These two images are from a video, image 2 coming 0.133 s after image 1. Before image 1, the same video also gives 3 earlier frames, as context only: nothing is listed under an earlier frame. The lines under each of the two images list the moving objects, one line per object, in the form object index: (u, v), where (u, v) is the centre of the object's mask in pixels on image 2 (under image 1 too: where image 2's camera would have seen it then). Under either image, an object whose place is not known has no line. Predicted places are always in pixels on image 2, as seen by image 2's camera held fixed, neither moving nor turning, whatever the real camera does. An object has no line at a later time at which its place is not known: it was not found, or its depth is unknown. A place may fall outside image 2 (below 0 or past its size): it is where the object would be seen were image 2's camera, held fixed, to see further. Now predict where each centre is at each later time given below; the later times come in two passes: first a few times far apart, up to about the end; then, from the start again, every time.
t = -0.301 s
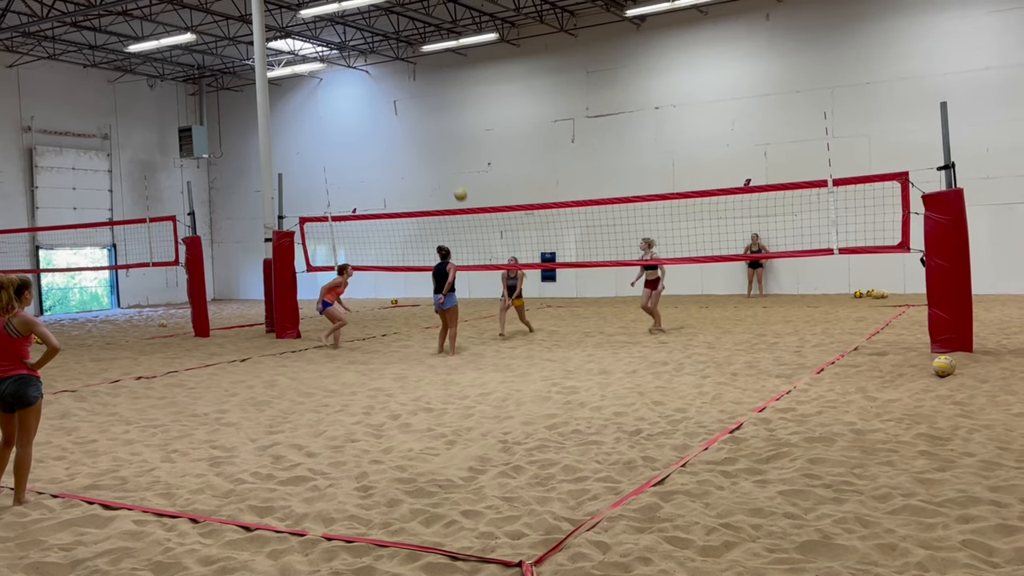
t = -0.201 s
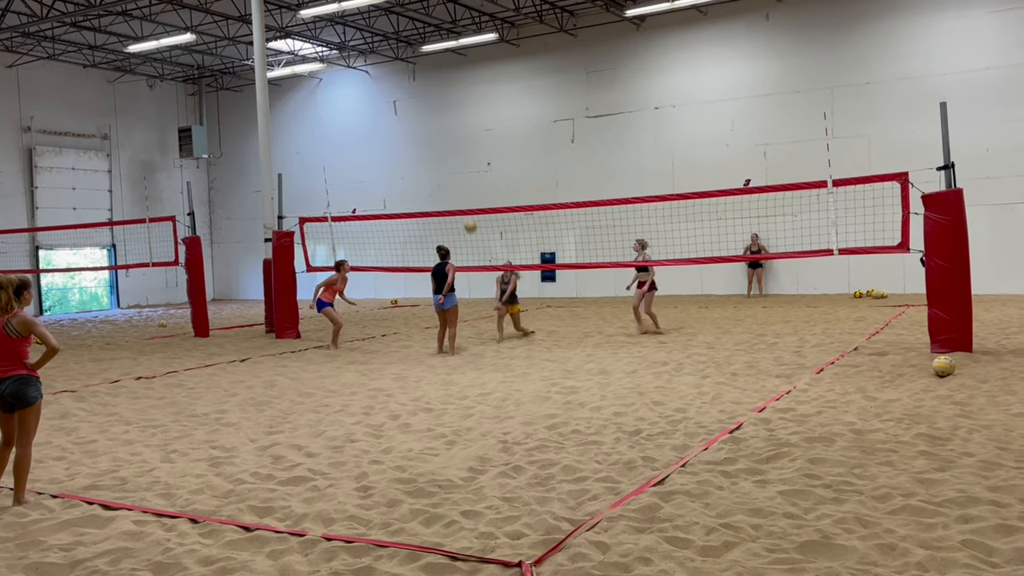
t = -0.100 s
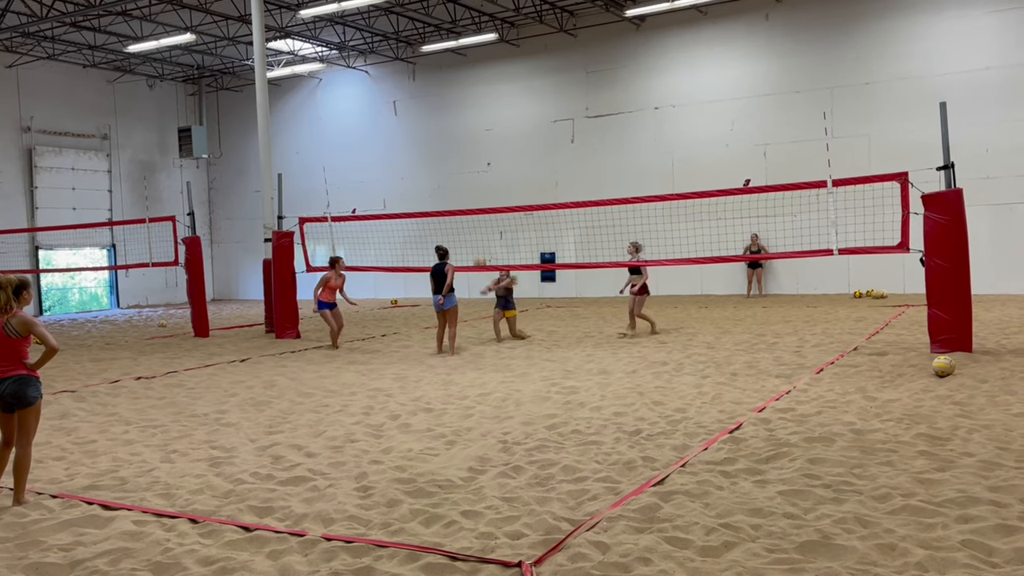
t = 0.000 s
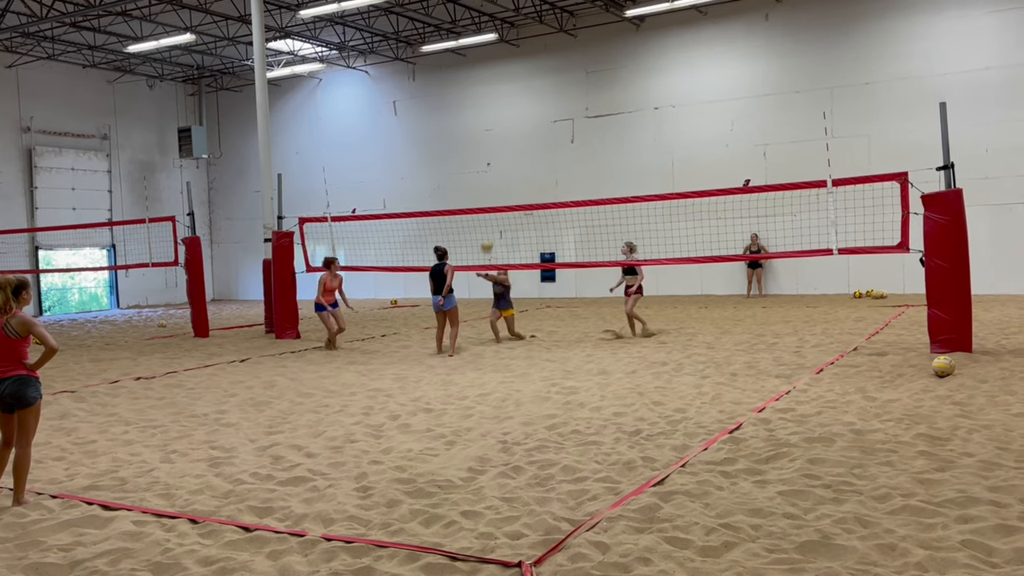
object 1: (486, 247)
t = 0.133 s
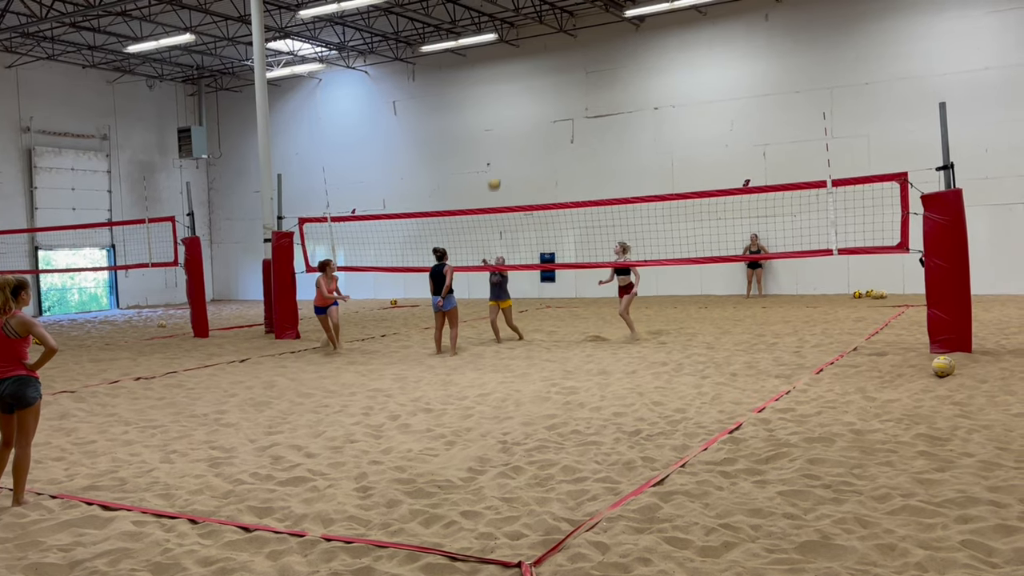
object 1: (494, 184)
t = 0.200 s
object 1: (498, 158)
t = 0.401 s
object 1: (510, 92)
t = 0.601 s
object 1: (524, 50)
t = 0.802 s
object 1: (540, 34)
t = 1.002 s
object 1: (556, 43)
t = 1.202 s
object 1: (574, 77)
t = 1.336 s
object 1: (586, 113)
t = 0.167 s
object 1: (496, 170)
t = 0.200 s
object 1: (498, 158)
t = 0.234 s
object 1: (500, 145)
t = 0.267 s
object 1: (502, 133)
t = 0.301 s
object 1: (504, 122)
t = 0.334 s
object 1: (506, 111)
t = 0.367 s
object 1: (508, 101)
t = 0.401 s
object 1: (510, 92)
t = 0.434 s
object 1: (513, 83)
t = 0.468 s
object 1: (515, 75)
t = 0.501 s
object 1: (517, 68)
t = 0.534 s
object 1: (520, 61)
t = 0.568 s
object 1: (522, 55)
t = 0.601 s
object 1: (524, 50)
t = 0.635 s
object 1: (526, 45)
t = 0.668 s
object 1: (529, 42)
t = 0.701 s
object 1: (532, 39)
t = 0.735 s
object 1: (535, 37)
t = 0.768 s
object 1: (537, 35)
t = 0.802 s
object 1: (540, 34)
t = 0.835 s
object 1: (542, 34)
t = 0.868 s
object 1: (545, 34)
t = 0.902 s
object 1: (548, 35)
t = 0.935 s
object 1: (551, 38)
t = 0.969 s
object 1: (554, 40)
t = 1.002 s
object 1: (556, 43)
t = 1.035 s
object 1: (559, 46)
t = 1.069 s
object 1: (562, 51)
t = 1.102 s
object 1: (565, 56)
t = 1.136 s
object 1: (568, 62)
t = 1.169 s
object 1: (571, 69)
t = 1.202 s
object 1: (574, 77)
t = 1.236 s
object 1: (577, 85)
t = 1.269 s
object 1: (580, 94)
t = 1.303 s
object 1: (583, 103)
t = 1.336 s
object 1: (586, 113)
